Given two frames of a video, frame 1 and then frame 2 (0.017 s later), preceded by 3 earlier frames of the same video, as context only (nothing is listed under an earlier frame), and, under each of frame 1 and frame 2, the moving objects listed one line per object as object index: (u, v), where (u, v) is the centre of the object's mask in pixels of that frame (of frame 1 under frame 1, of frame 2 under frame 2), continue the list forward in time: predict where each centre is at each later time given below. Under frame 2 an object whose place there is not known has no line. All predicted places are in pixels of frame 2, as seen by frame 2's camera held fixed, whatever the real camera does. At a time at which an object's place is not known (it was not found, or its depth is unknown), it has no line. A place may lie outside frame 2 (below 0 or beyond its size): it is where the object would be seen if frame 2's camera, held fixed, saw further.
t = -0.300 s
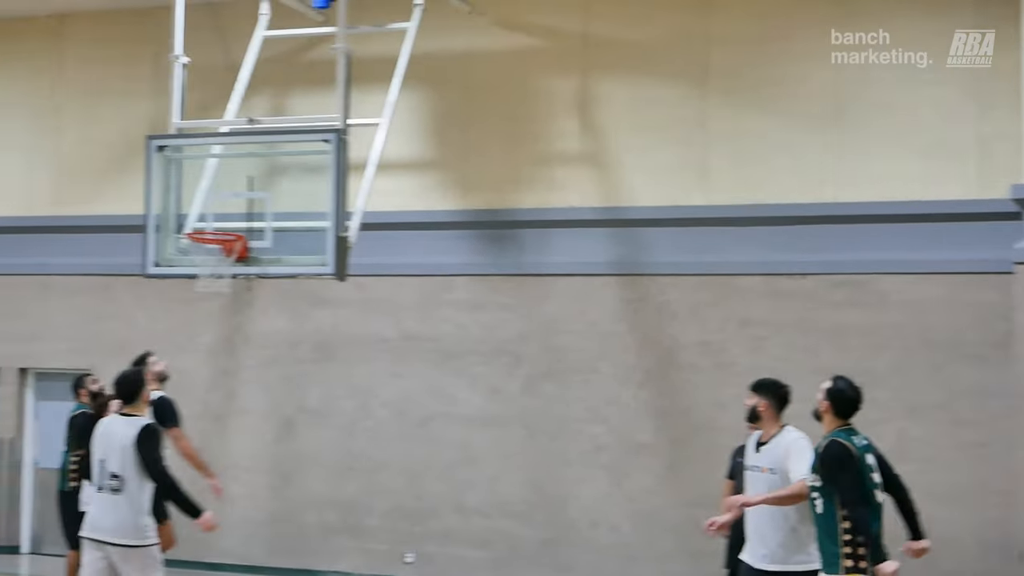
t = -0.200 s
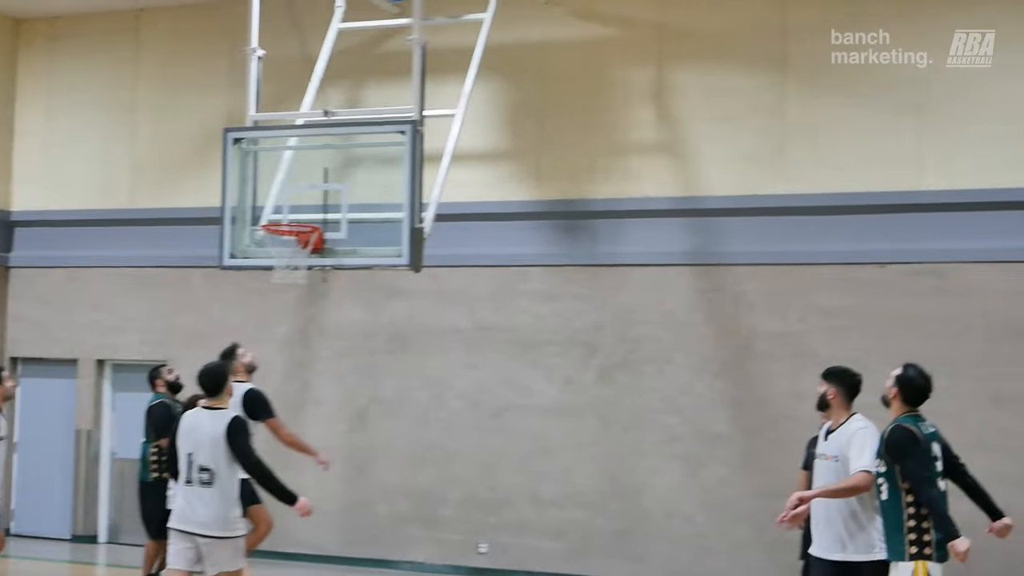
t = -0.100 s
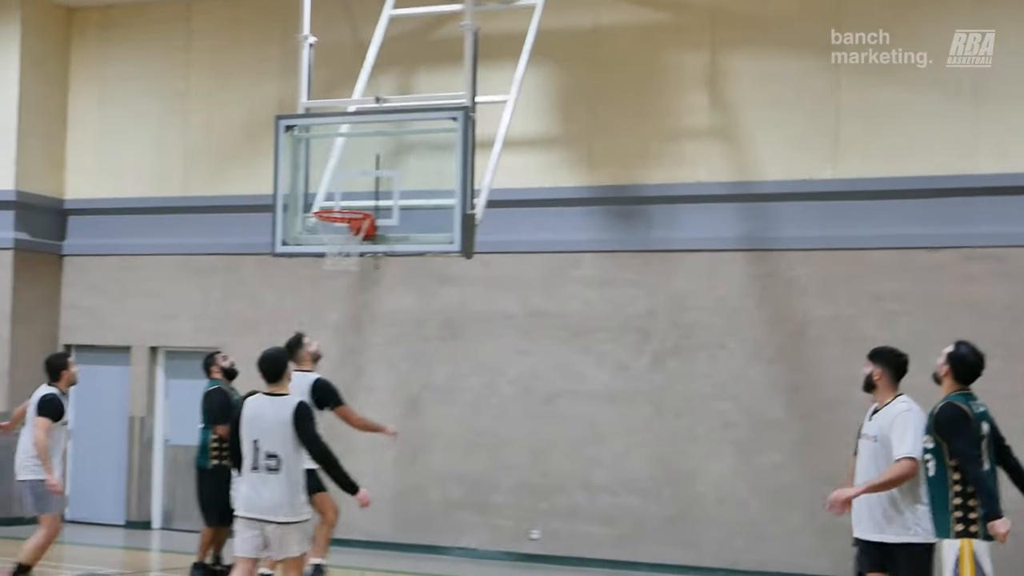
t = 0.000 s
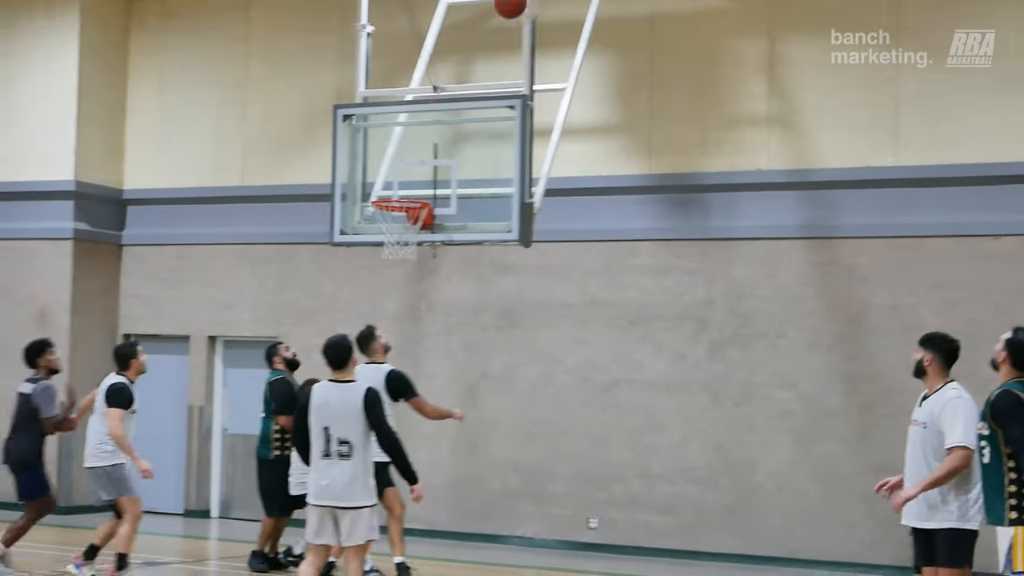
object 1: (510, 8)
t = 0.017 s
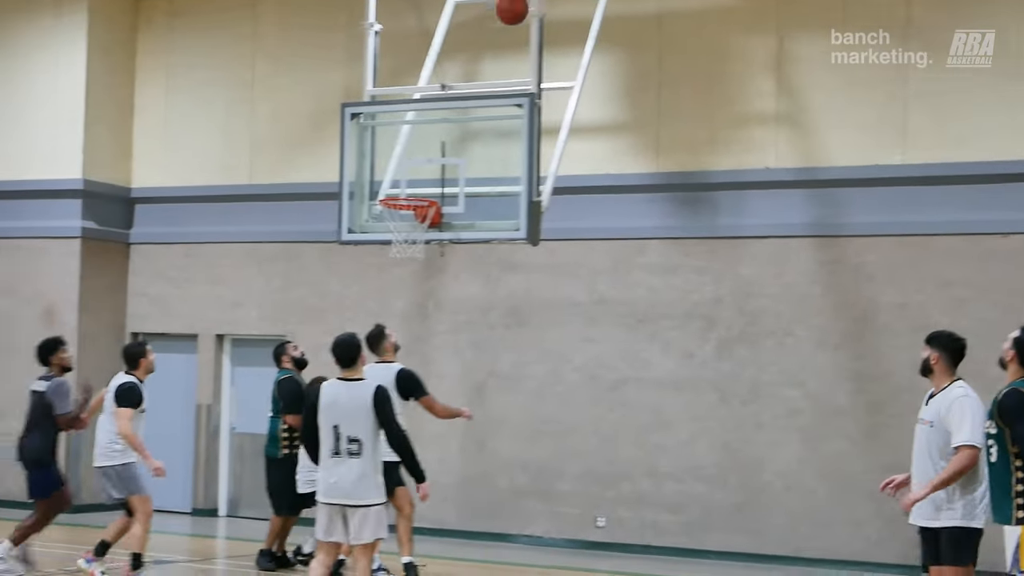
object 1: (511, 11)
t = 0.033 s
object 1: (505, 18)
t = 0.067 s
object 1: (491, 35)
